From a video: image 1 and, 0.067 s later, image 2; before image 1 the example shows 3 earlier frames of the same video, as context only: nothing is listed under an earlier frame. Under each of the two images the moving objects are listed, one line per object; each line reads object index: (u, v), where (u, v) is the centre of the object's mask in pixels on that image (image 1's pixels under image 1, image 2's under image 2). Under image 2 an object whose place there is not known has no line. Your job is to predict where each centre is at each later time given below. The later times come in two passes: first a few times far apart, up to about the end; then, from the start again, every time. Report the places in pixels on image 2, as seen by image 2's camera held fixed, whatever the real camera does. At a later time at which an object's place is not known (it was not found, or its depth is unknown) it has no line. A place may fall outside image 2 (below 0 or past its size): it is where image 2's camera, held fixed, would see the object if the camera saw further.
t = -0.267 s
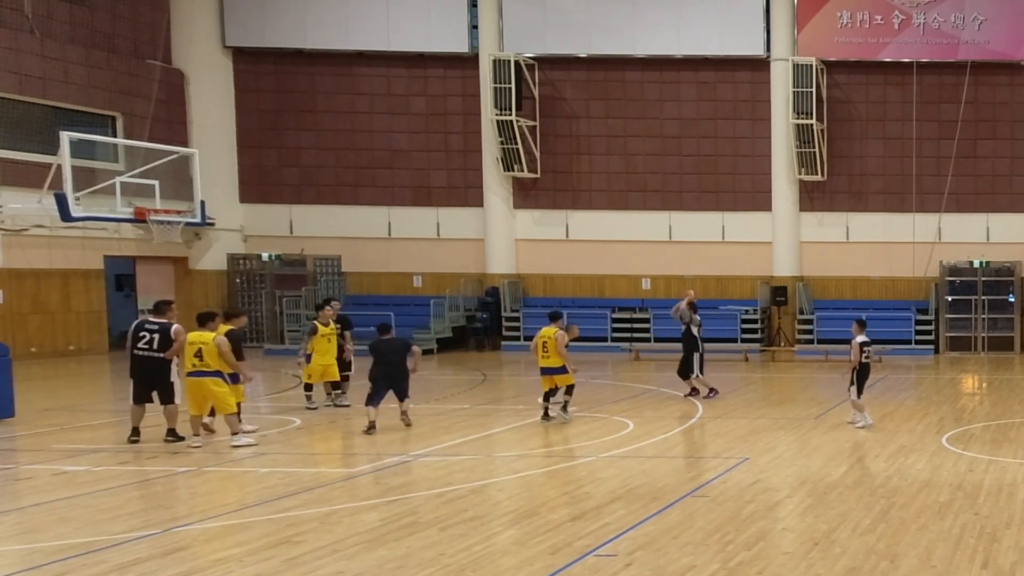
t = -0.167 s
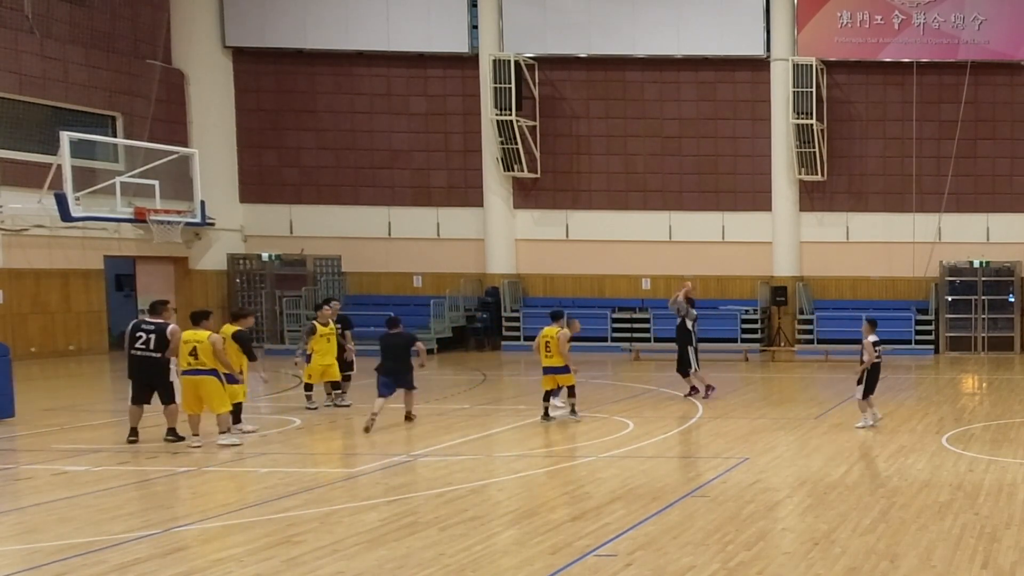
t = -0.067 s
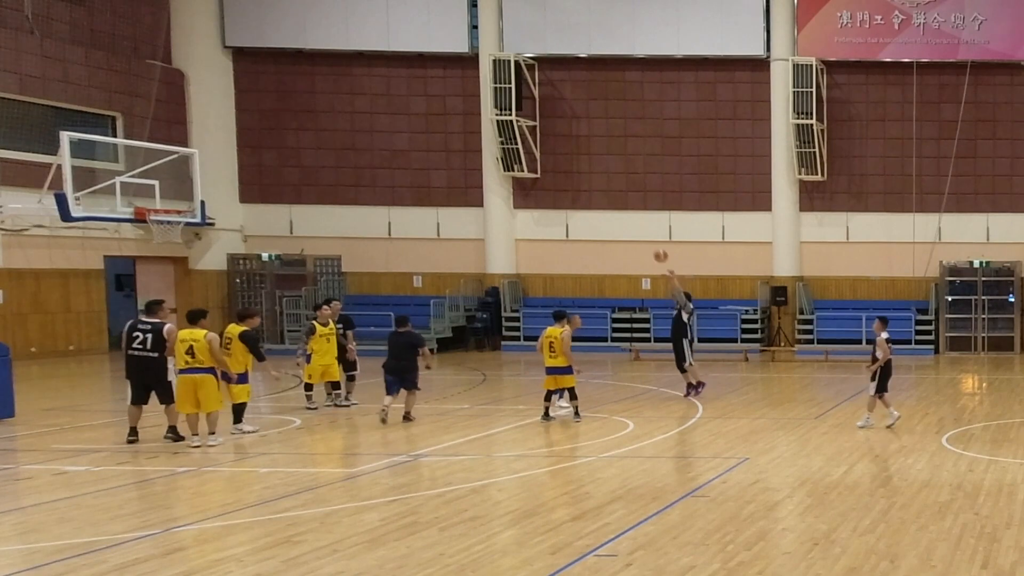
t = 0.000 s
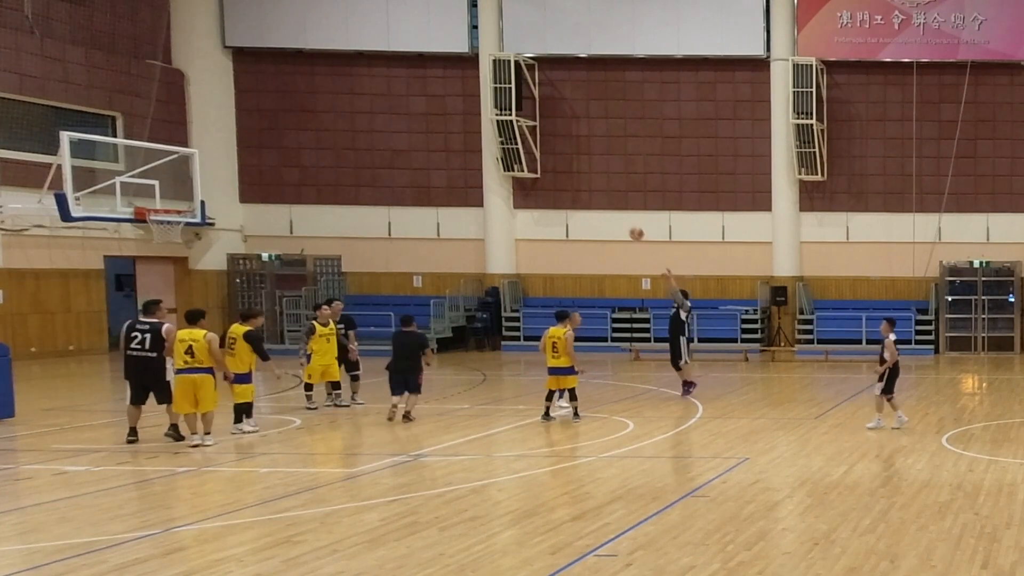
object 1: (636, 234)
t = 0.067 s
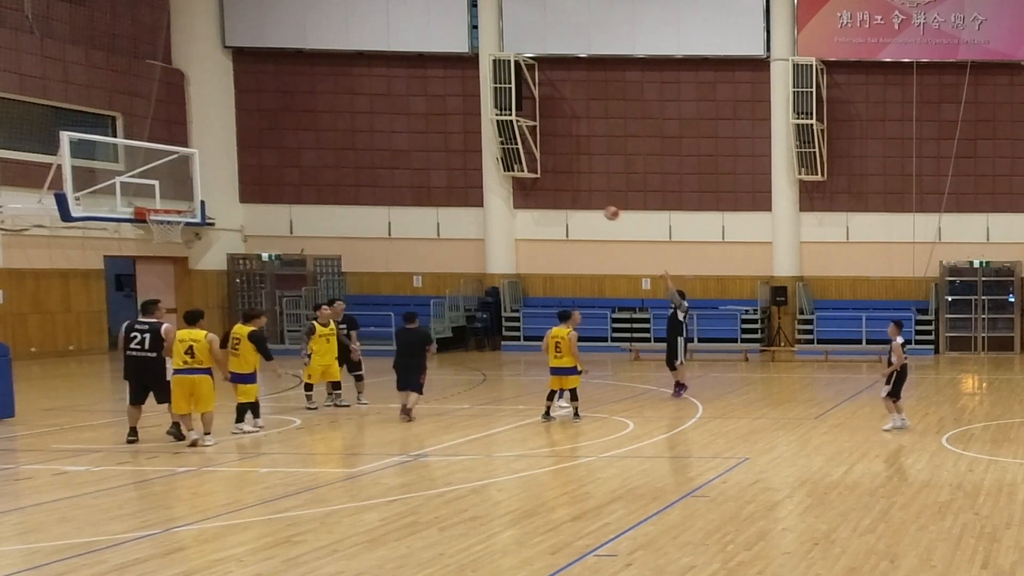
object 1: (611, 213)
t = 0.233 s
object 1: (548, 172)
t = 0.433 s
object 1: (465, 141)
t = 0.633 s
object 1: (380, 134)
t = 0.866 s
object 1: (273, 157)
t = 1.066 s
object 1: (181, 203)
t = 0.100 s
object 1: (598, 203)
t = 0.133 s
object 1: (585, 194)
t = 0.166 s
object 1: (573, 186)
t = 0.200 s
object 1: (560, 179)
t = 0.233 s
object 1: (548, 172)
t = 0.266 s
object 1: (534, 165)
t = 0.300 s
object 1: (521, 159)
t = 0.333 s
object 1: (507, 155)
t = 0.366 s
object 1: (493, 150)
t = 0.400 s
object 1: (479, 144)
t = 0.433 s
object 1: (465, 141)
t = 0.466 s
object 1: (451, 138)
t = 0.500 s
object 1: (437, 136)
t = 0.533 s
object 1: (422, 134)
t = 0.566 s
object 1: (409, 133)
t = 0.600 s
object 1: (395, 133)
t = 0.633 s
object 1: (380, 134)
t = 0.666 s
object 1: (365, 135)
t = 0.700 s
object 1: (350, 137)
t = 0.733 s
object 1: (335, 139)
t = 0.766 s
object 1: (320, 142)
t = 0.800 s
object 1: (305, 146)
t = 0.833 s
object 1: (289, 151)
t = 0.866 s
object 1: (273, 157)
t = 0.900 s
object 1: (257, 163)
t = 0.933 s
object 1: (242, 170)
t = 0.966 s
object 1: (226, 179)
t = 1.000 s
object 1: (211, 188)
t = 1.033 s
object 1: (195, 197)
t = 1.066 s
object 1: (181, 203)
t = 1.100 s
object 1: (167, 199)
